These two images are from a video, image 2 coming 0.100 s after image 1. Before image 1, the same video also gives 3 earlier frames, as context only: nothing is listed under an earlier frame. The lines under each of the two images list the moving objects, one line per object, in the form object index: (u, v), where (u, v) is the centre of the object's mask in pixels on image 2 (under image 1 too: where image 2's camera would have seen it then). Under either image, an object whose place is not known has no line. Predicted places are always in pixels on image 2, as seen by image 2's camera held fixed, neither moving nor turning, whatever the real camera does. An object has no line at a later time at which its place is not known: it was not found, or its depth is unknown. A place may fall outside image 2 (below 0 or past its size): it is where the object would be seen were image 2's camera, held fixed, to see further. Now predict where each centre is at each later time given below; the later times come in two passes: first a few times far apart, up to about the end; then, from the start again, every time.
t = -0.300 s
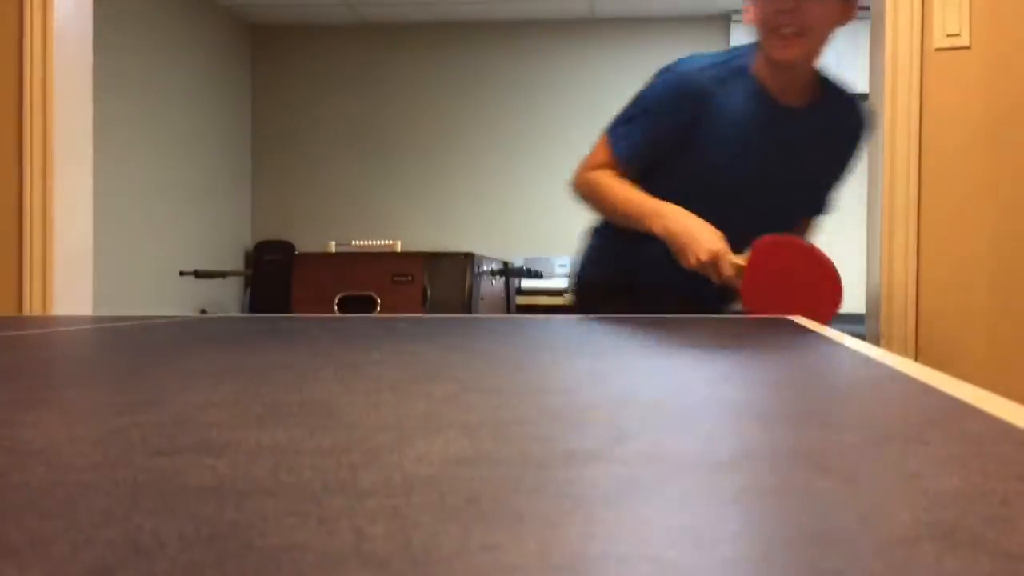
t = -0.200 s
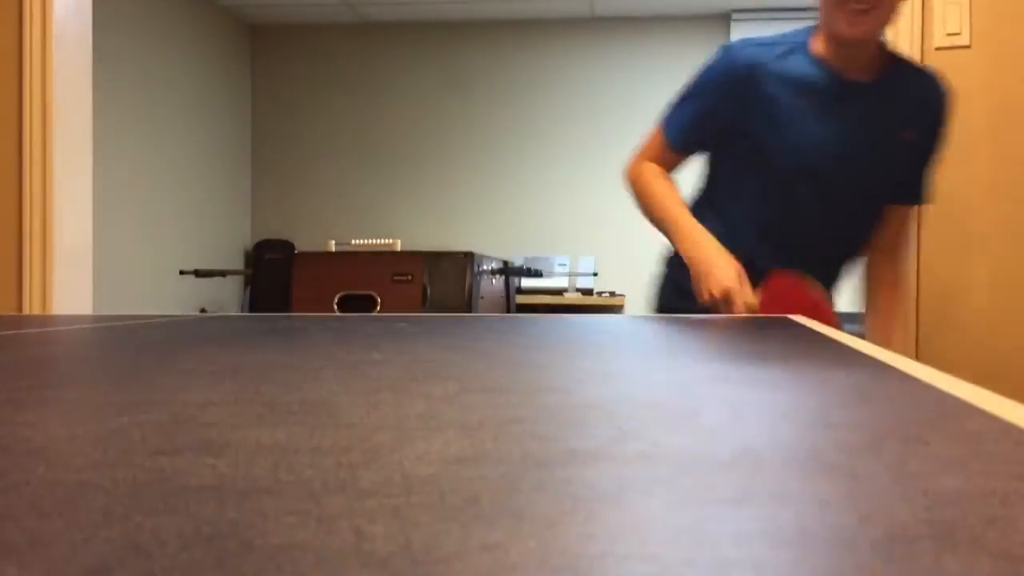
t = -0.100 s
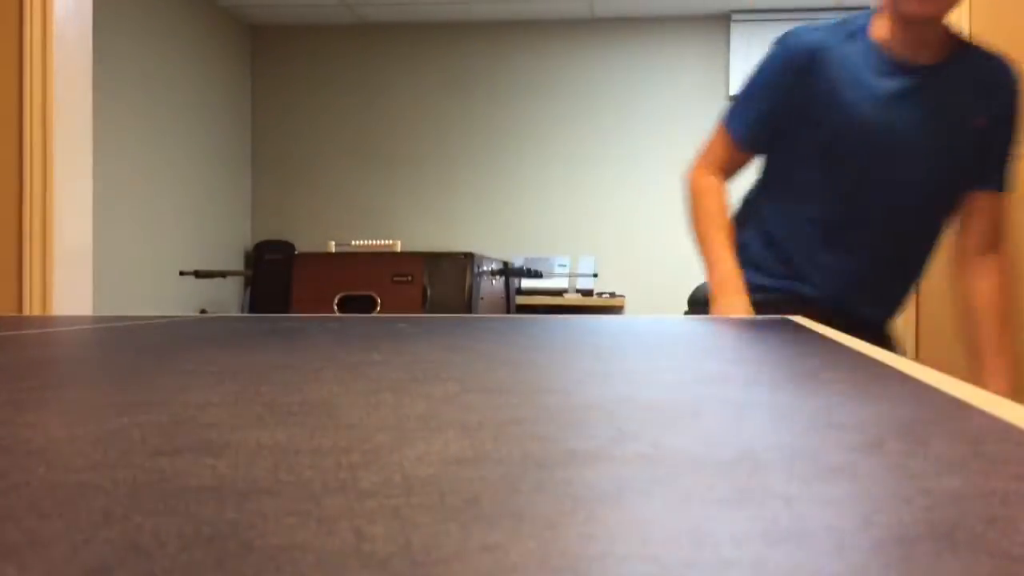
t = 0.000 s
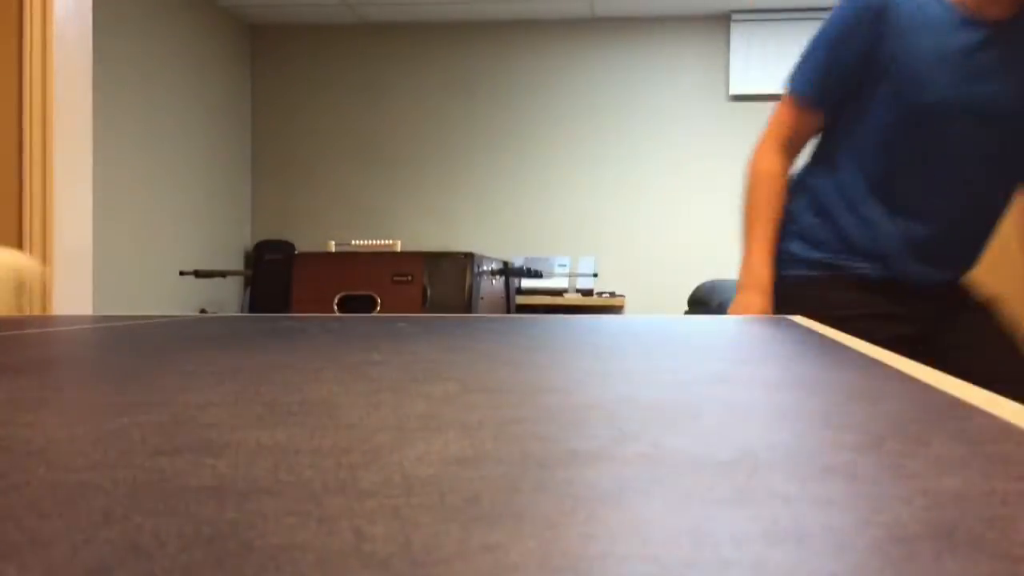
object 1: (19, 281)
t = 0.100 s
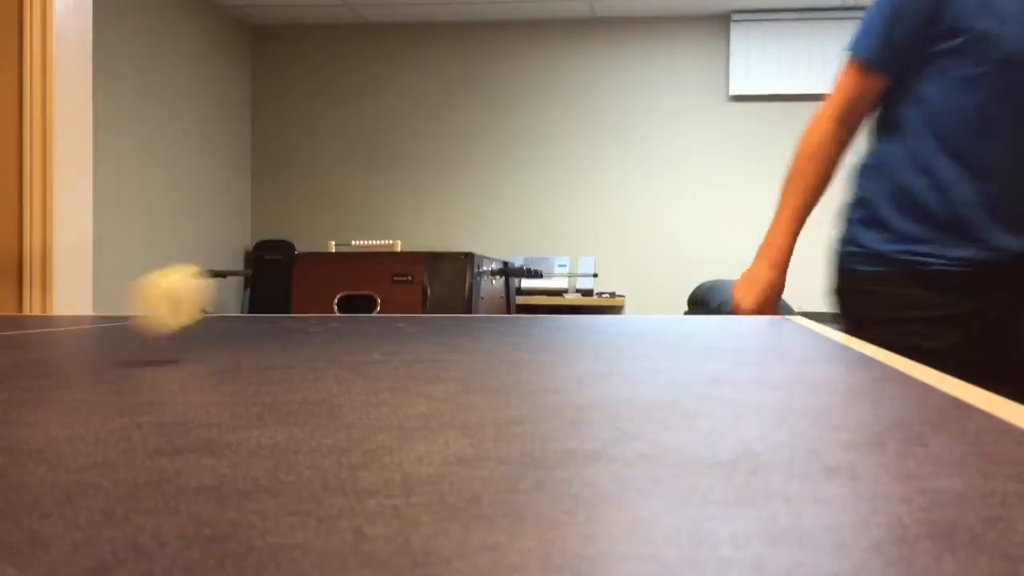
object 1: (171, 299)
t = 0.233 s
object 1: (346, 307)
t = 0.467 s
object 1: (563, 311)
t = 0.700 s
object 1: (713, 299)
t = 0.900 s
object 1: (805, 297)
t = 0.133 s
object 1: (222, 286)
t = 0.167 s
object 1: (266, 290)
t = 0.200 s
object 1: (307, 311)
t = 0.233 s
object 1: (346, 307)
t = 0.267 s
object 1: (383, 292)
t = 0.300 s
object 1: (416, 292)
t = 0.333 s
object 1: (448, 307)
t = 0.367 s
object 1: (479, 305)
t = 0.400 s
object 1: (507, 294)
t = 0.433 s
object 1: (534, 295)
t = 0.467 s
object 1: (563, 311)
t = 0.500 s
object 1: (587, 299)
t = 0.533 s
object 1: (612, 295)
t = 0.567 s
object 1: (633, 302)
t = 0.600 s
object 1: (655, 301)
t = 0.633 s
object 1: (673, 295)
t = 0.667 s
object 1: (693, 300)
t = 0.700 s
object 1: (713, 299)
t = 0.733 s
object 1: (727, 296)
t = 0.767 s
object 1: (745, 298)
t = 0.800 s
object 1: (761, 300)
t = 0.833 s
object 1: (776, 297)
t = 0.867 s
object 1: (791, 301)
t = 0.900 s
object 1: (805, 297)
